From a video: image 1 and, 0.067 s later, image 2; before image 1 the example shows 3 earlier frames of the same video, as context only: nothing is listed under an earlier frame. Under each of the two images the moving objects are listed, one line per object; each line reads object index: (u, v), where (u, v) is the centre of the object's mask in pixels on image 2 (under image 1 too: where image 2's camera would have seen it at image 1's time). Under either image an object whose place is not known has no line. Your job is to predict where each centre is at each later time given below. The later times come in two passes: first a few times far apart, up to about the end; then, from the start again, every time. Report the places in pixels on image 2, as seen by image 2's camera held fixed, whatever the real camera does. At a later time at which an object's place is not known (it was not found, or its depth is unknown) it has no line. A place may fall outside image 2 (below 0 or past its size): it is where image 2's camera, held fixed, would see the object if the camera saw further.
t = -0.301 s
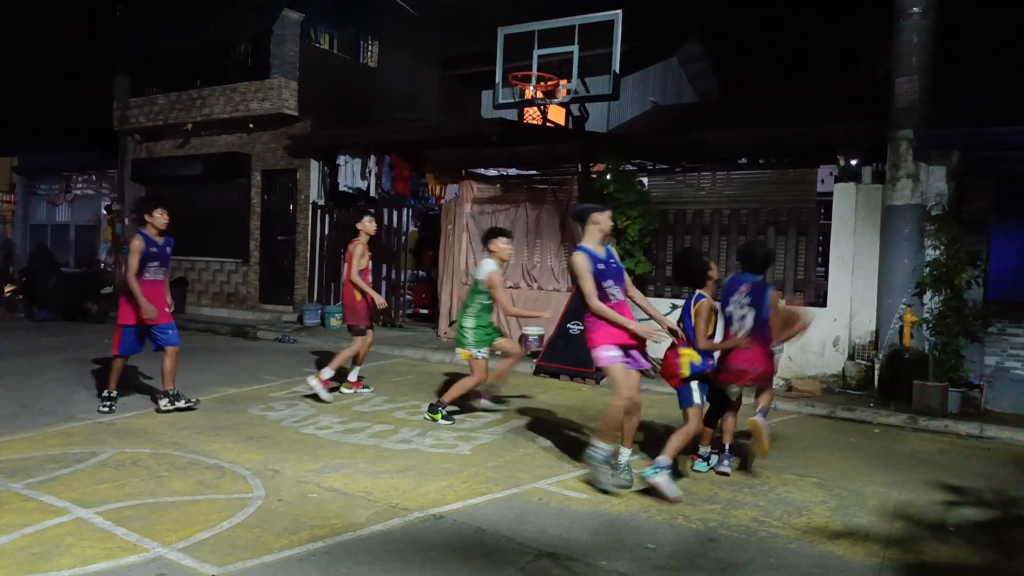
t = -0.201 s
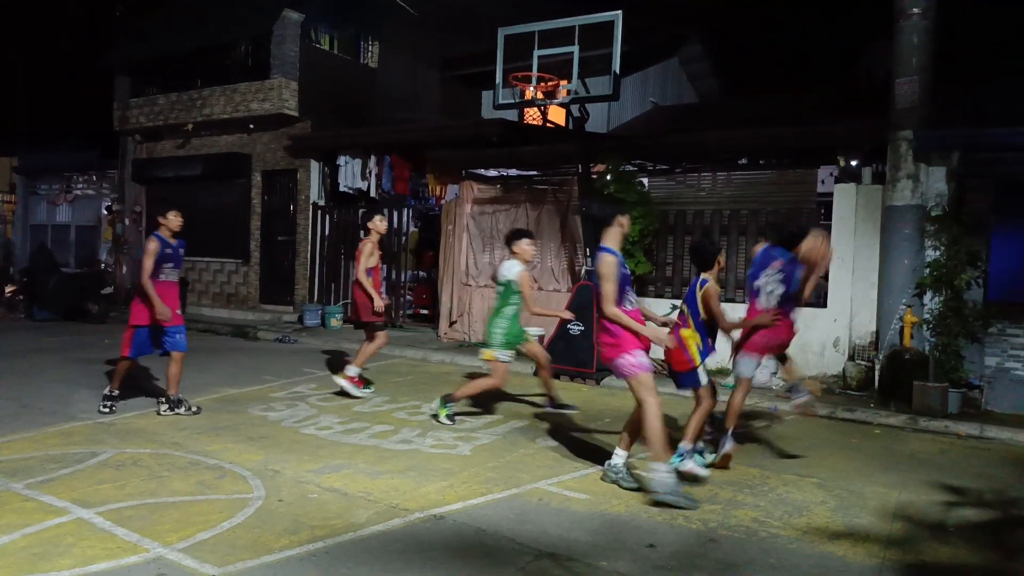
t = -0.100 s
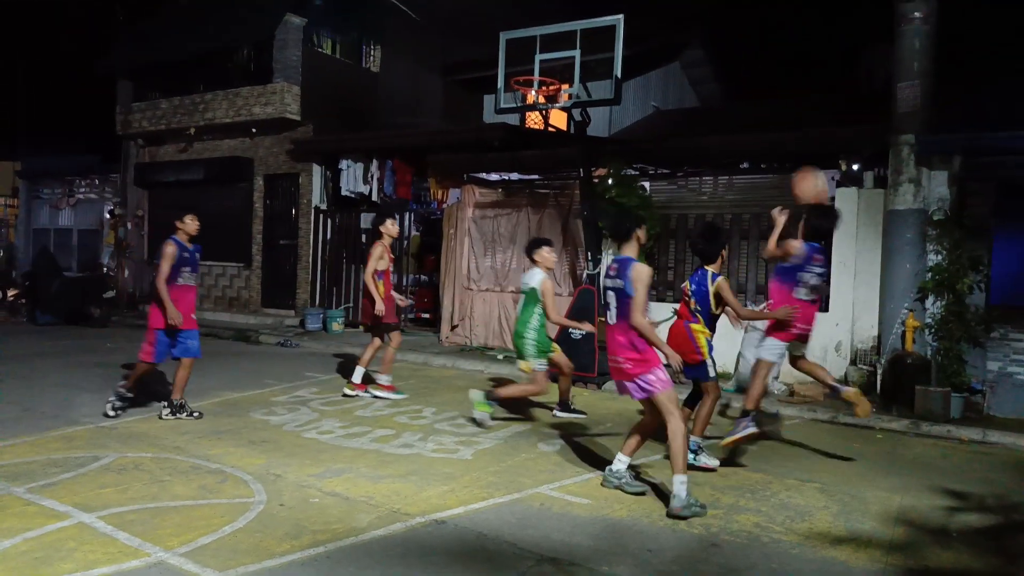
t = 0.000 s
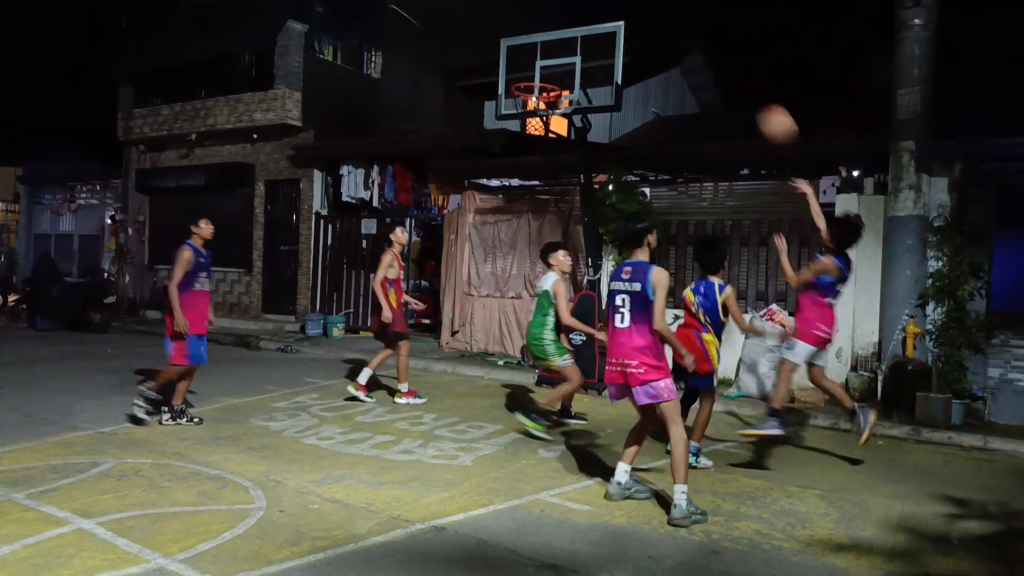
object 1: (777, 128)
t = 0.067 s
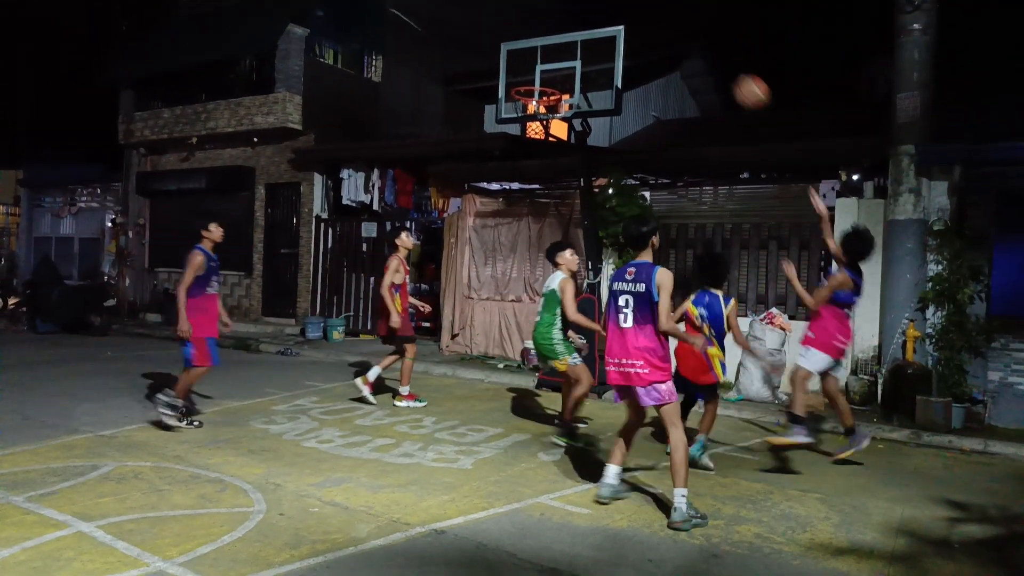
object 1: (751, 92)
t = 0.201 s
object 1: (706, 42)
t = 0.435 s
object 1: (638, 18)
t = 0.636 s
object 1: (588, 41)
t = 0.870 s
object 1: (540, 84)
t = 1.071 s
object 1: (516, 132)
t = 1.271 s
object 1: (518, 167)
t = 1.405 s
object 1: (518, 214)
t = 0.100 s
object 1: (739, 77)
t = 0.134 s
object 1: (727, 63)
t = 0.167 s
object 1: (716, 52)
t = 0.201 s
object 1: (706, 42)
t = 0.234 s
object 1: (694, 34)
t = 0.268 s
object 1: (684, 28)
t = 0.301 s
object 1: (675, 23)
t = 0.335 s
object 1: (665, 20)
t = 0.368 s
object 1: (655, 17)
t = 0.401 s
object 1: (645, 17)
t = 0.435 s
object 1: (638, 18)
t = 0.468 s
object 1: (628, 21)
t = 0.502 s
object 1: (619, 24)
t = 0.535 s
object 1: (610, 28)
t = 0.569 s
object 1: (602, 34)
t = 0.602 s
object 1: (595, 38)
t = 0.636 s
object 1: (588, 41)
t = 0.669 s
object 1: (581, 44)
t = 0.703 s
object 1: (574, 49)
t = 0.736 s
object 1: (567, 55)
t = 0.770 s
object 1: (561, 61)
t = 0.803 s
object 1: (553, 68)
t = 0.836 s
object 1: (548, 78)
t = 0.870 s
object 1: (540, 84)
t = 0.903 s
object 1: (531, 101)
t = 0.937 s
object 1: (524, 112)
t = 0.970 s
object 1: (518, 124)
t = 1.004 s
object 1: (515, 128)
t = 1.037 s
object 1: (515, 130)
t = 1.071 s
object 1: (516, 132)
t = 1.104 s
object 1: (516, 134)
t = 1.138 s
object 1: (517, 139)
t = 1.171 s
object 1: (517, 144)
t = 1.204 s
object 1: (517, 150)
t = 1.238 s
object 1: (518, 158)
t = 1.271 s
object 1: (518, 167)
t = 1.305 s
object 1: (518, 176)
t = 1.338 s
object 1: (518, 188)
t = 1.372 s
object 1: (518, 202)
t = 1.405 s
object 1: (518, 214)
